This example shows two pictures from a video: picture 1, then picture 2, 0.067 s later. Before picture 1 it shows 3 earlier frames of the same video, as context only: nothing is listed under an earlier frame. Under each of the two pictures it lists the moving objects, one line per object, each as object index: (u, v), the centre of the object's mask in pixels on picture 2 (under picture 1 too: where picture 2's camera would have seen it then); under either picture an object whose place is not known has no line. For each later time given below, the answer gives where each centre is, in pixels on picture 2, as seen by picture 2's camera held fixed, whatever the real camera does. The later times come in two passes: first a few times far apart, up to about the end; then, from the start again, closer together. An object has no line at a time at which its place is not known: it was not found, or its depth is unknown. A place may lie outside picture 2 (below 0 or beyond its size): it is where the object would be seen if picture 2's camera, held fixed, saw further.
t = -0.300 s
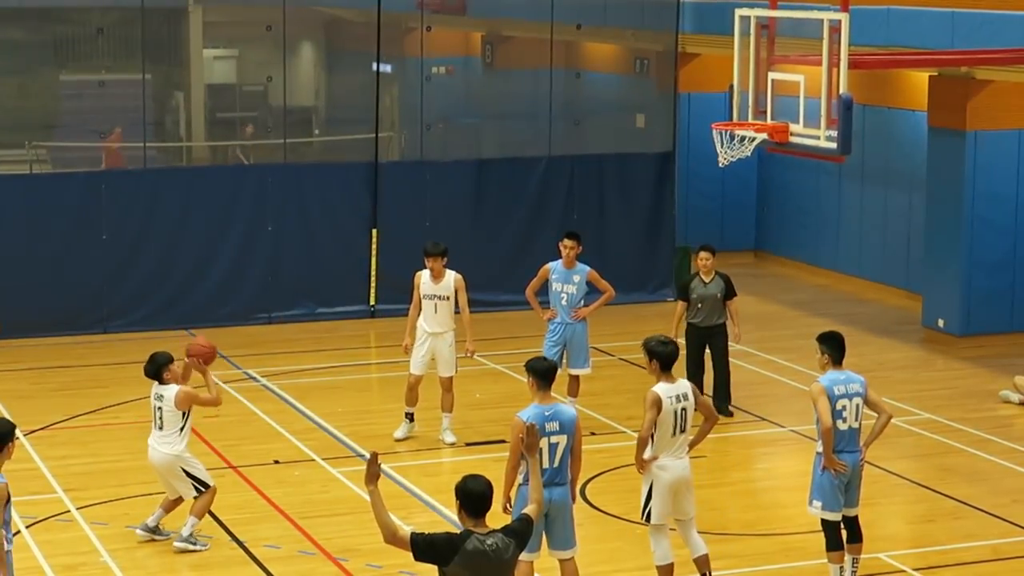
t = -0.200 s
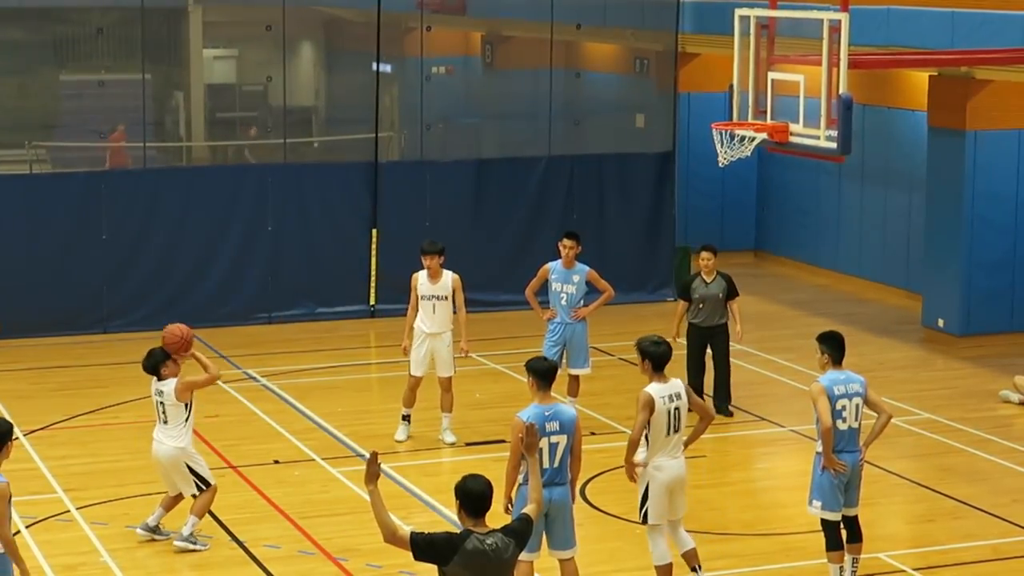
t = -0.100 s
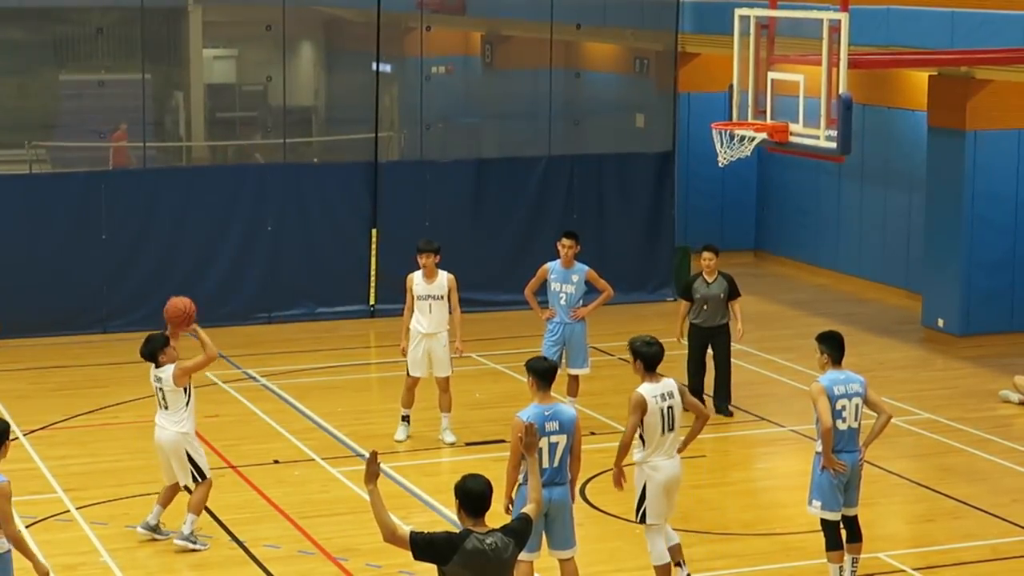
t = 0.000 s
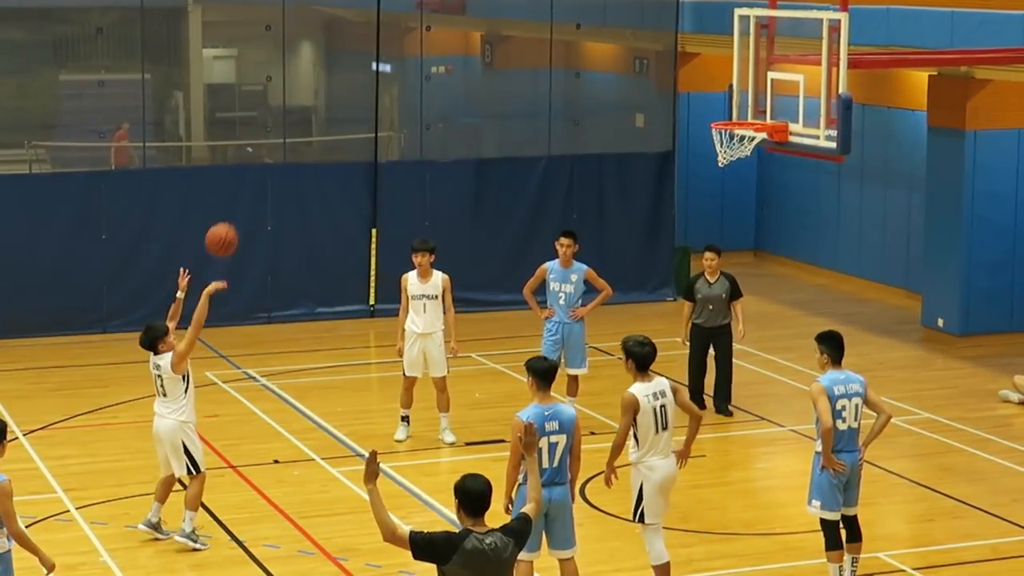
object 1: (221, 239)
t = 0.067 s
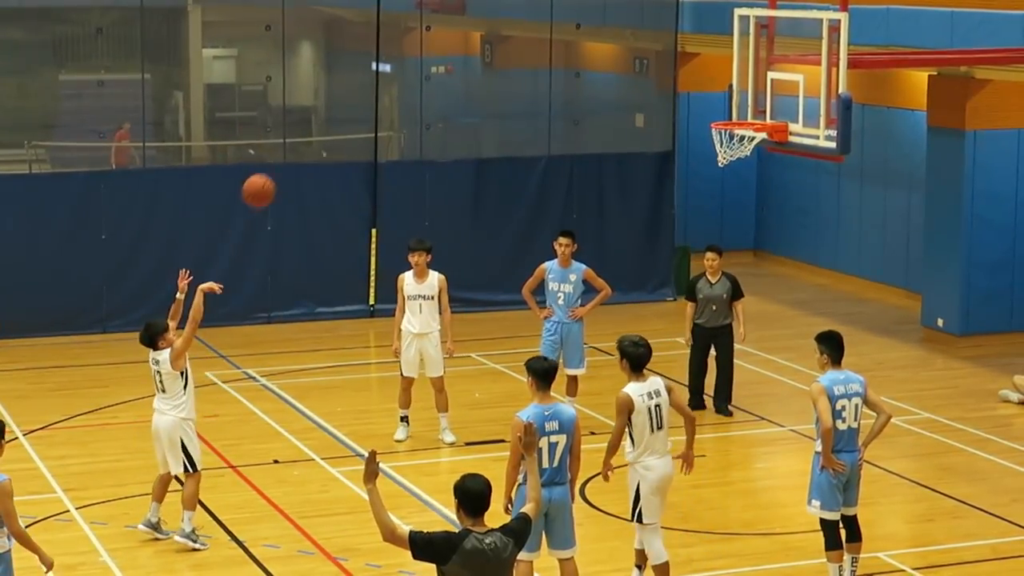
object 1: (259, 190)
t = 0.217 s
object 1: (342, 101)
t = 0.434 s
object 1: (458, 28)
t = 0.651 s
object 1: (571, 15)
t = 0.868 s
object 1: (676, 60)
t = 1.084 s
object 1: (762, 151)
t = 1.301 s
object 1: (766, 232)
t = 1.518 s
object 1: (770, 366)
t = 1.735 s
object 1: (759, 428)
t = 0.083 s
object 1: (268, 179)
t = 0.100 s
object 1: (277, 168)
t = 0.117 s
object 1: (286, 158)
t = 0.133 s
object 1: (295, 147)
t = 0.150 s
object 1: (305, 137)
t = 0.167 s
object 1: (314, 127)
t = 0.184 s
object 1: (324, 117)
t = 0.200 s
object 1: (333, 109)
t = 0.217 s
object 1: (342, 101)
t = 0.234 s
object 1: (351, 93)
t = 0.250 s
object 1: (360, 86)
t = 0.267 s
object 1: (368, 79)
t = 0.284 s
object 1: (378, 72)
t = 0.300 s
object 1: (387, 66)
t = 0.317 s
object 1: (396, 59)
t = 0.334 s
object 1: (405, 54)
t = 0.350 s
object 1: (414, 48)
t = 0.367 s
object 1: (423, 43)
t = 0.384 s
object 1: (432, 39)
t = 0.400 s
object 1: (441, 35)
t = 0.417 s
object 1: (450, 31)
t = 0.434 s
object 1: (458, 28)
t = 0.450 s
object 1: (467, 24)
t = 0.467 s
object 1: (476, 22)
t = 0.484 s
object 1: (485, 19)
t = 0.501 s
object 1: (493, 17)
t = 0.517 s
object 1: (502, 15)
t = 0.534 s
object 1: (511, 14)
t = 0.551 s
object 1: (520, 13)
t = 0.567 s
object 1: (528, 13)
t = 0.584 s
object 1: (536, 13)
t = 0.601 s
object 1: (545, 13)
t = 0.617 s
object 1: (553, 13)
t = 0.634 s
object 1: (562, 14)
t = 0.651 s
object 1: (571, 15)
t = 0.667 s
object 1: (579, 16)
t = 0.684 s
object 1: (587, 18)
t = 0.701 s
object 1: (595, 20)
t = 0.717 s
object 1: (604, 23)
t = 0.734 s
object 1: (612, 25)
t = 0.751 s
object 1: (620, 29)
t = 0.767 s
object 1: (628, 32)
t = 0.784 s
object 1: (636, 36)
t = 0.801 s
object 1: (644, 40)
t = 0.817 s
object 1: (652, 43)
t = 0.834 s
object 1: (660, 49)
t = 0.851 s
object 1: (668, 53)
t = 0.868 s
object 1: (676, 60)
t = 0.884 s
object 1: (684, 66)
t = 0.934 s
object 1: (708, 85)
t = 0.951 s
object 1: (716, 92)
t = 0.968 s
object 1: (723, 100)
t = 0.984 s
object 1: (730, 108)
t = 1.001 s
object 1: (739, 114)
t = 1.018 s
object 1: (745, 118)
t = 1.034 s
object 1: (753, 135)
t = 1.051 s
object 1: (759, 143)
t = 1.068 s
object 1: (760, 147)
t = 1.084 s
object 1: (762, 151)
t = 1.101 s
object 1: (763, 157)
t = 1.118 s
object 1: (764, 160)
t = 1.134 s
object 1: (764, 165)
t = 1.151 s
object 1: (764, 170)
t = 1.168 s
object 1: (765, 176)
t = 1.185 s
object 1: (765, 182)
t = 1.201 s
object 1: (764, 188)
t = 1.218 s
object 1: (765, 195)
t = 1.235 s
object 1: (765, 202)
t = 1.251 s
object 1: (765, 209)
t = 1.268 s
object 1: (766, 217)
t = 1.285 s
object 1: (766, 224)
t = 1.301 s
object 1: (766, 232)
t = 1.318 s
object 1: (767, 241)
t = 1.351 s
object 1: (767, 258)
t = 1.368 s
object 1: (767, 267)
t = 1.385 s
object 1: (767, 278)
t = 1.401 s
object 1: (767, 288)
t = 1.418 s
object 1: (768, 298)
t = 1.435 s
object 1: (768, 309)
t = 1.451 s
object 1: (768, 321)
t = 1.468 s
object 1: (769, 331)
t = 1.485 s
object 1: (769, 343)
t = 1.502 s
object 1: (769, 355)
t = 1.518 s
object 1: (770, 366)
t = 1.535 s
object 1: (770, 379)
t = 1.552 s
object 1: (770, 391)
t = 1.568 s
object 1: (770, 404)
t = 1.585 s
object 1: (771, 416)
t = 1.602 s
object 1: (771, 430)
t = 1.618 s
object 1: (772, 443)
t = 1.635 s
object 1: (772, 457)
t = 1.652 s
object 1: (772, 472)
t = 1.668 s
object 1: (770, 467)
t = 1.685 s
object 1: (767, 457)
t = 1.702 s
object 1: (764, 447)
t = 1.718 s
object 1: (761, 437)
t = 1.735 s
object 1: (759, 428)
